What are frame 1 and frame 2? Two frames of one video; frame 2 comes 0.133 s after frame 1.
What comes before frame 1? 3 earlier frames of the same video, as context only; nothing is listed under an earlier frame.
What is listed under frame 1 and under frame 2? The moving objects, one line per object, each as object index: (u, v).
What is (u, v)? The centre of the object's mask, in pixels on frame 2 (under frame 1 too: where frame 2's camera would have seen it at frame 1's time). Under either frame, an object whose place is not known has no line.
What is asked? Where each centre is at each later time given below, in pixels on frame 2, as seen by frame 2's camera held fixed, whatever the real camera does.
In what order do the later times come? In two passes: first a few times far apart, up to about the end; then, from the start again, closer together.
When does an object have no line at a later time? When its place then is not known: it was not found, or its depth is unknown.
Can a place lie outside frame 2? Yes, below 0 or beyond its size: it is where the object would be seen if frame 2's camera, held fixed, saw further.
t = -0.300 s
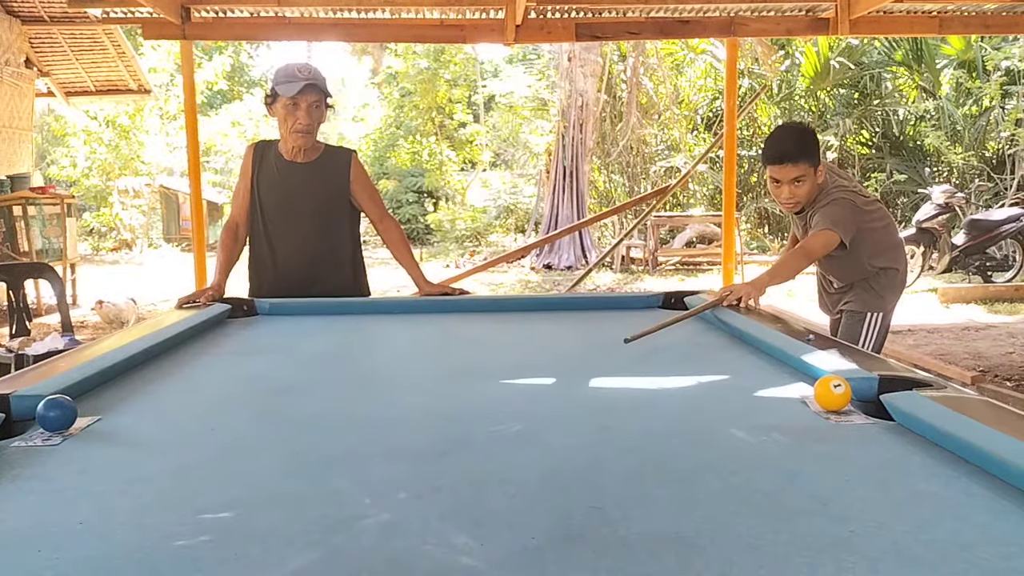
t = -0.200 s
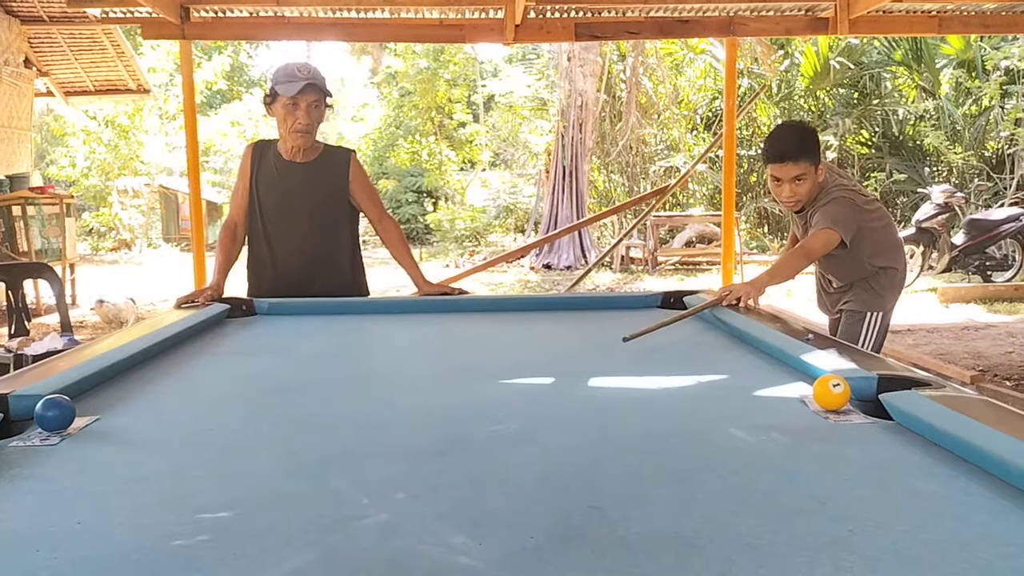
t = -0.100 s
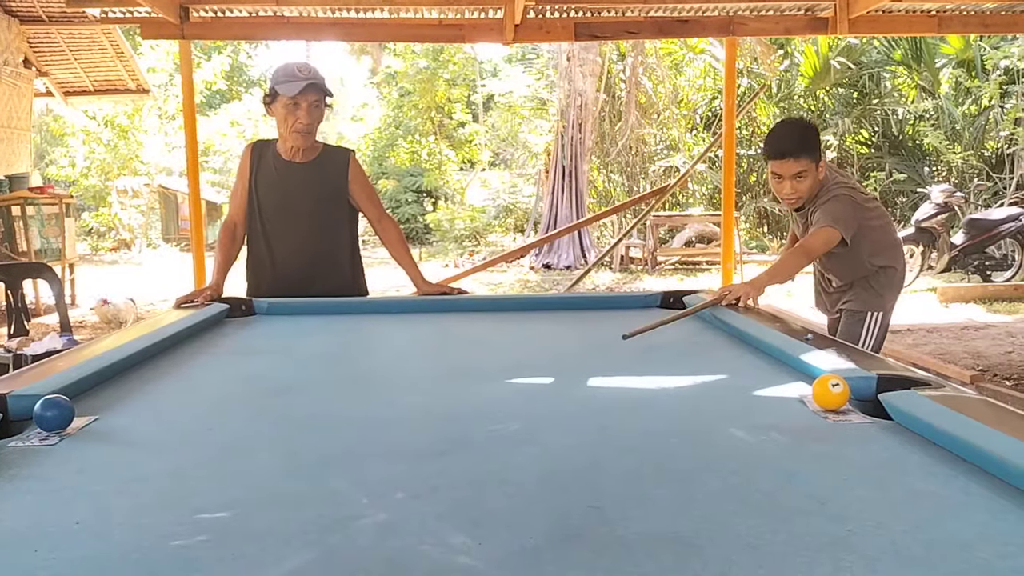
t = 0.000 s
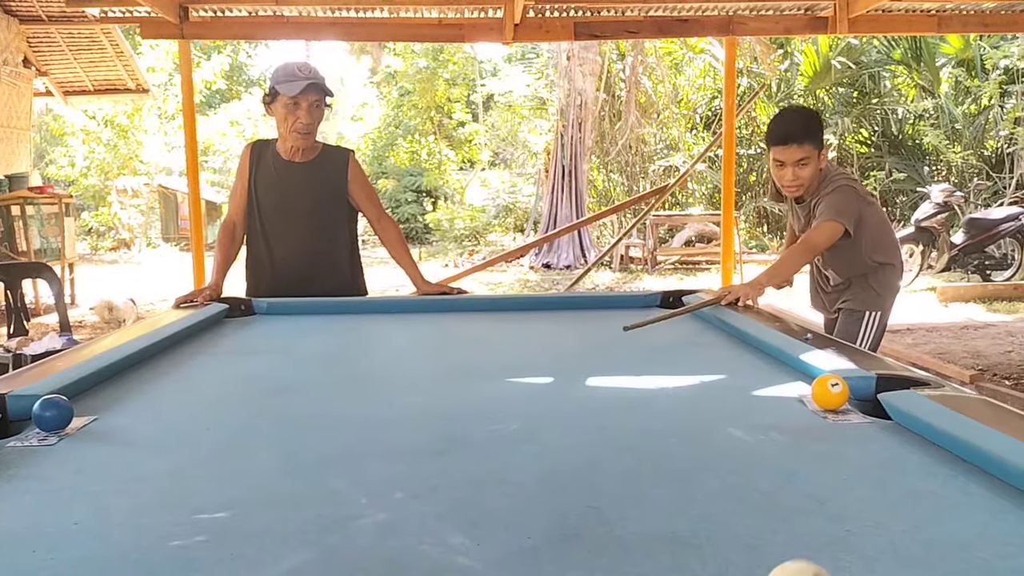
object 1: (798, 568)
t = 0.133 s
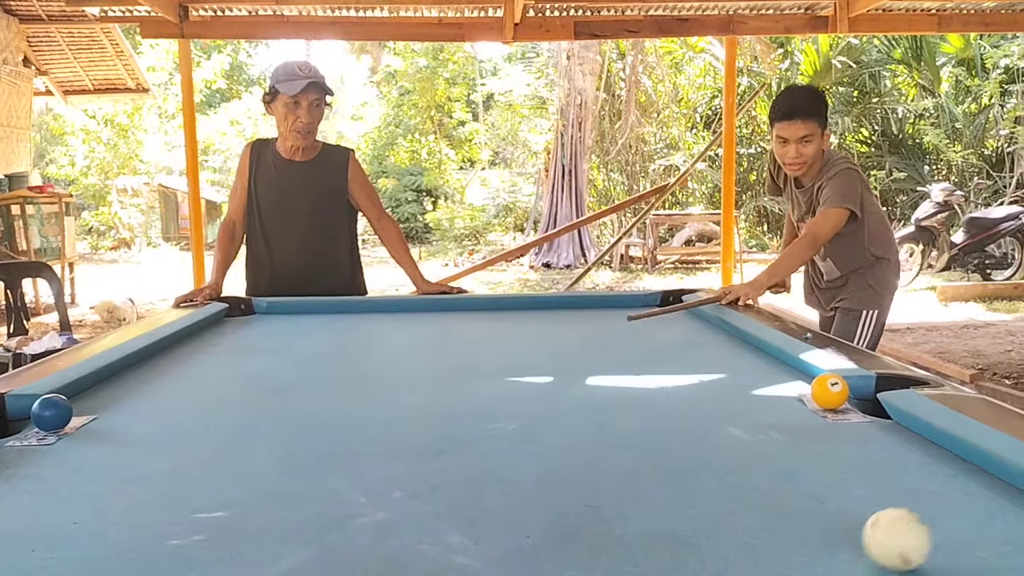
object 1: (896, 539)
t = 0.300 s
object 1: (984, 486)
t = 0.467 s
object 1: (902, 453)
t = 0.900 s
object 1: (678, 398)
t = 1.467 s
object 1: (506, 355)
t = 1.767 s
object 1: (445, 339)
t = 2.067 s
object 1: (398, 326)
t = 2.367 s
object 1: (358, 315)
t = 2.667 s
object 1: (326, 307)
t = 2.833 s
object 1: (307, 306)
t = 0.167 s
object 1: (917, 527)
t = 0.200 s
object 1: (935, 516)
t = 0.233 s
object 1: (952, 505)
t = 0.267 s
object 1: (968, 495)
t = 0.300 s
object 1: (984, 486)
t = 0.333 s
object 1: (997, 477)
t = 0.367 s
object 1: (972, 470)
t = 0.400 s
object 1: (947, 464)
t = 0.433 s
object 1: (923, 458)
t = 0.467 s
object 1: (902, 453)
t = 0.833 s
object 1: (705, 404)
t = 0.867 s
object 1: (690, 401)
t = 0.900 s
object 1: (678, 398)
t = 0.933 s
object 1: (663, 395)
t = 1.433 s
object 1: (513, 357)
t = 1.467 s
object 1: (506, 355)
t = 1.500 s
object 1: (498, 352)
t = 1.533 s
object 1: (492, 351)
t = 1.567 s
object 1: (484, 349)
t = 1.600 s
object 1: (477, 347)
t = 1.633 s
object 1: (470, 345)
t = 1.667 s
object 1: (464, 344)
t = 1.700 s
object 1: (457, 342)
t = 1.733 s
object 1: (452, 340)
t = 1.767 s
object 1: (445, 339)
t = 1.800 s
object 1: (439, 337)
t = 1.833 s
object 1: (434, 335)
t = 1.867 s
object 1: (429, 334)
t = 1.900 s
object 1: (423, 333)
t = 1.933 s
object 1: (419, 331)
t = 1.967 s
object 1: (413, 330)
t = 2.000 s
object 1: (407, 329)
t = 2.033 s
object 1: (403, 327)
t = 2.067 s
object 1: (398, 326)
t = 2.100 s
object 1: (393, 325)
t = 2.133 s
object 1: (389, 323)
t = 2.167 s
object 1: (384, 322)
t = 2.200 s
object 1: (379, 321)
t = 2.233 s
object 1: (375, 320)
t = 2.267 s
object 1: (371, 319)
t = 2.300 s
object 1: (367, 318)
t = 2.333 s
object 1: (362, 317)
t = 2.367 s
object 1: (358, 315)
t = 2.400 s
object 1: (354, 315)
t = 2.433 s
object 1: (351, 314)
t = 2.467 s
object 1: (347, 313)
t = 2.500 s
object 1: (343, 312)
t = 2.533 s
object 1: (340, 311)
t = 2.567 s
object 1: (336, 310)
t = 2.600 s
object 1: (333, 309)
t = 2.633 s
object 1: (329, 308)
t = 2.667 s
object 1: (326, 307)
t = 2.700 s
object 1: (322, 306)
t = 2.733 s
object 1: (319, 306)
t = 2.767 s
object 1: (316, 305)
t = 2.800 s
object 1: (312, 306)
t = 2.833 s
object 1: (307, 306)
